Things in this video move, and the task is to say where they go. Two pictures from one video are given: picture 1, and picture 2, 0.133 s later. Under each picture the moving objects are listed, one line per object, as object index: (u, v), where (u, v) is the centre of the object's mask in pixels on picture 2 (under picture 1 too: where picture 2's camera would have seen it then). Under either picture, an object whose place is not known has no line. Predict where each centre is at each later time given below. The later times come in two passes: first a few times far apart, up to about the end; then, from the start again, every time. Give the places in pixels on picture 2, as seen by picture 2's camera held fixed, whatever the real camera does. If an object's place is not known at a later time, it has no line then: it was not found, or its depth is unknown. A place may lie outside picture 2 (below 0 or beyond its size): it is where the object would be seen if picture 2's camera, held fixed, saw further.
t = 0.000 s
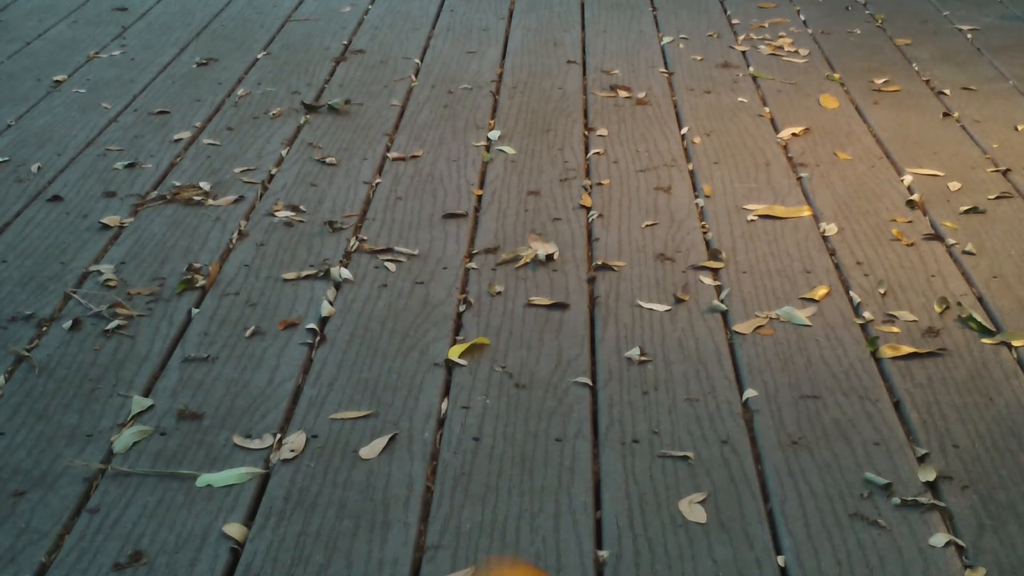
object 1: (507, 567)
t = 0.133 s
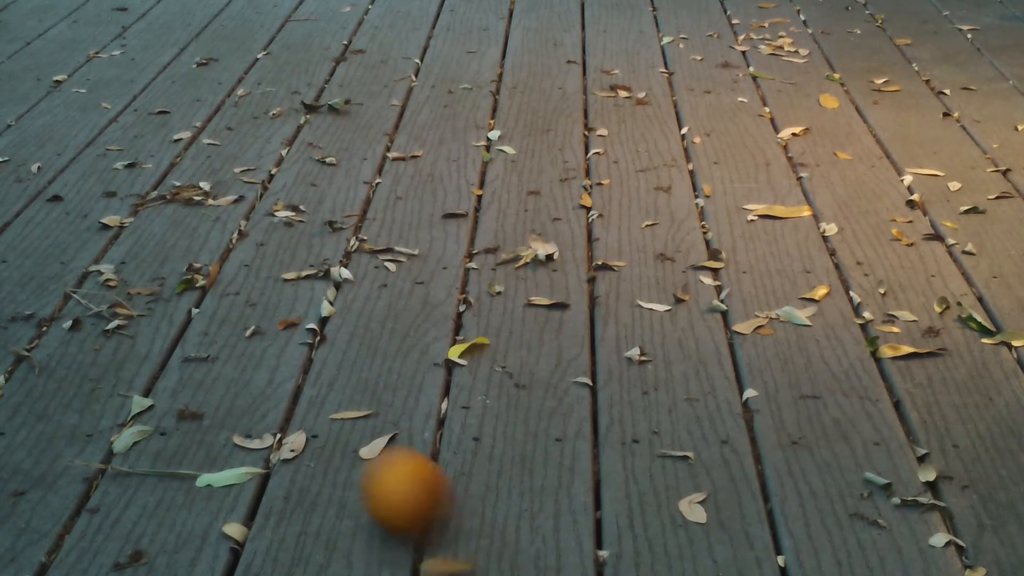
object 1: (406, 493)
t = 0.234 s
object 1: (334, 422)
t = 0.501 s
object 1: (210, 293)
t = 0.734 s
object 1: (130, 211)
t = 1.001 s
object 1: (74, 148)
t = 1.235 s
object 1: (27, 106)
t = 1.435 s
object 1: (7, 77)
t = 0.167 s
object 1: (379, 468)
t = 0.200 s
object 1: (357, 446)
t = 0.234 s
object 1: (334, 422)
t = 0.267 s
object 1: (314, 395)
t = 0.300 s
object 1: (296, 372)
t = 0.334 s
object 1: (281, 361)
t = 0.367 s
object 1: (265, 350)
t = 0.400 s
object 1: (251, 331)
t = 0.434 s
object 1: (236, 320)
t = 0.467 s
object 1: (224, 308)
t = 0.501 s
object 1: (210, 293)
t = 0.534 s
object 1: (197, 278)
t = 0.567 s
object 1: (185, 264)
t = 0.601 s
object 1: (175, 252)
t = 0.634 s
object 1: (164, 243)
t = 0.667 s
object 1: (152, 231)
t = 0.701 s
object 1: (142, 223)
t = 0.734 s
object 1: (130, 211)
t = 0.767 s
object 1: (121, 202)
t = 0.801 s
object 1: (114, 195)
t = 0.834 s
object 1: (106, 184)
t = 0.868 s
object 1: (100, 178)
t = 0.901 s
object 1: (94, 172)
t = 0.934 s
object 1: (87, 161)
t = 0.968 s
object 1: (81, 156)
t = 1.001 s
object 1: (74, 148)
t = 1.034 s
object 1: (66, 142)
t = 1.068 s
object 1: (60, 136)
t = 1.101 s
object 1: (54, 130)
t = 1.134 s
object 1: (47, 123)
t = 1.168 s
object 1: (40, 118)
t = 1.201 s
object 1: (33, 112)
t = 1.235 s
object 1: (27, 106)
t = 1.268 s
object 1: (22, 101)
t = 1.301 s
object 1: (18, 96)
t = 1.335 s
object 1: (15, 90)
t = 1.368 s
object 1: (12, 87)
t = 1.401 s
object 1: (9, 82)
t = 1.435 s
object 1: (7, 77)
